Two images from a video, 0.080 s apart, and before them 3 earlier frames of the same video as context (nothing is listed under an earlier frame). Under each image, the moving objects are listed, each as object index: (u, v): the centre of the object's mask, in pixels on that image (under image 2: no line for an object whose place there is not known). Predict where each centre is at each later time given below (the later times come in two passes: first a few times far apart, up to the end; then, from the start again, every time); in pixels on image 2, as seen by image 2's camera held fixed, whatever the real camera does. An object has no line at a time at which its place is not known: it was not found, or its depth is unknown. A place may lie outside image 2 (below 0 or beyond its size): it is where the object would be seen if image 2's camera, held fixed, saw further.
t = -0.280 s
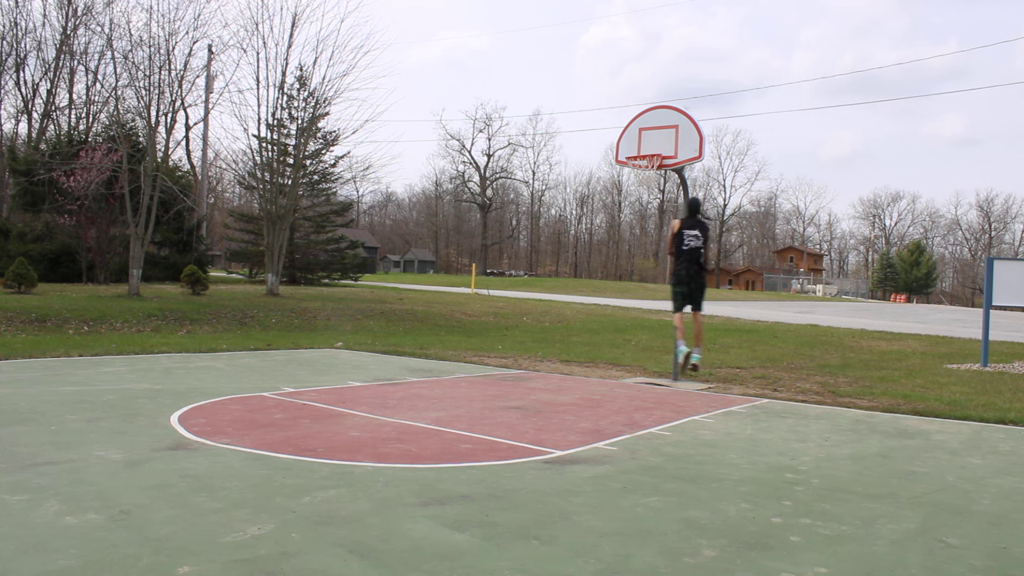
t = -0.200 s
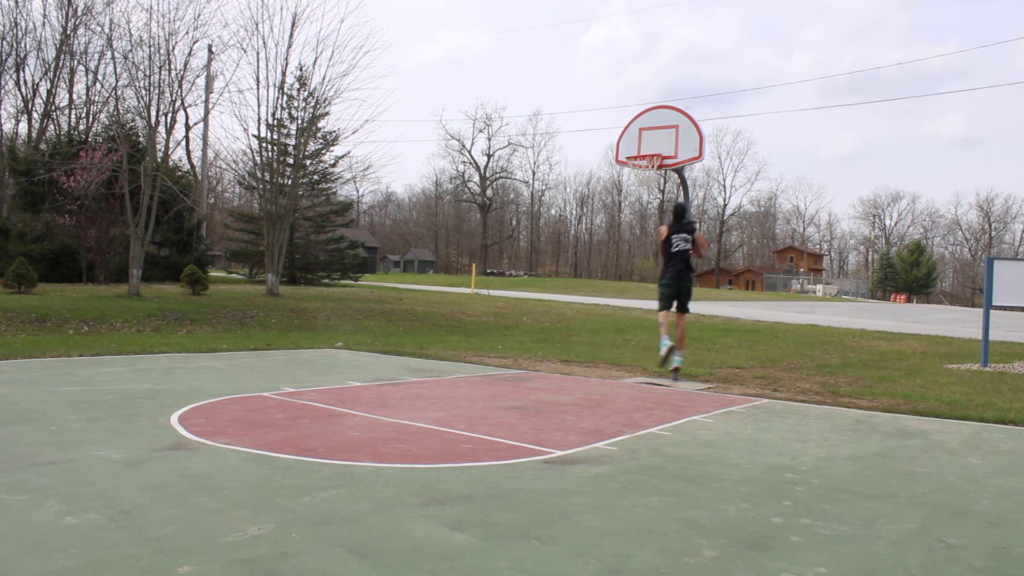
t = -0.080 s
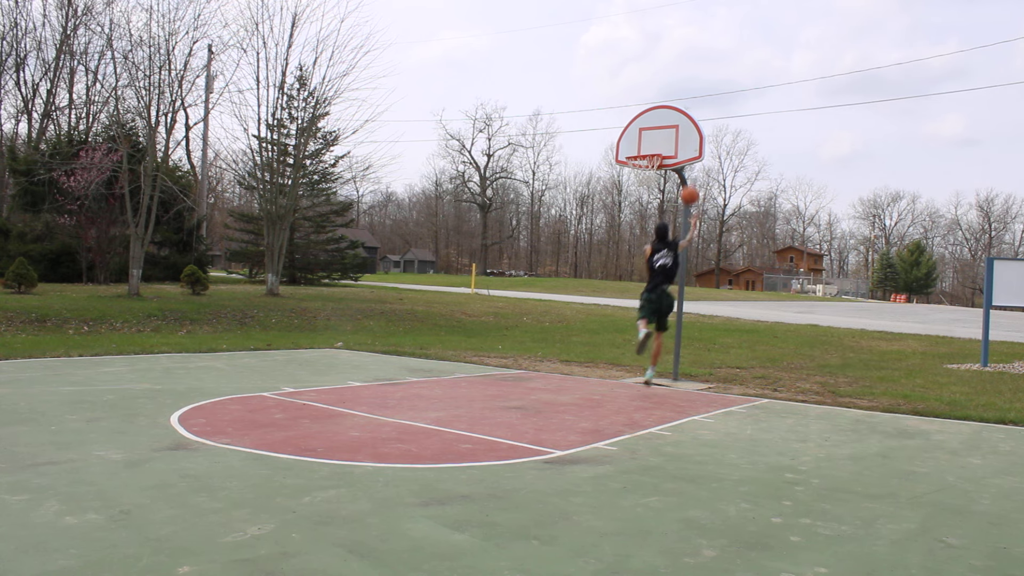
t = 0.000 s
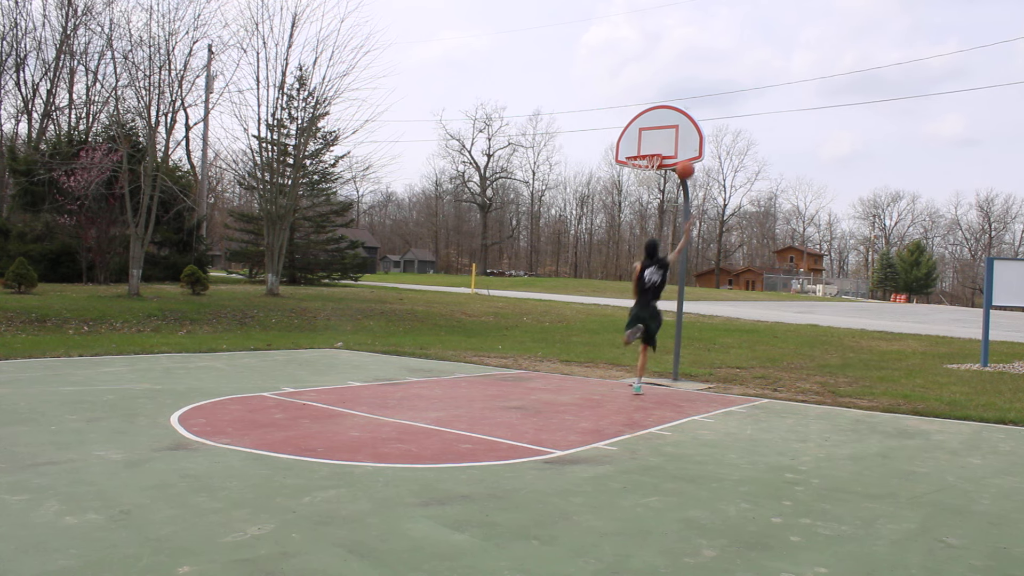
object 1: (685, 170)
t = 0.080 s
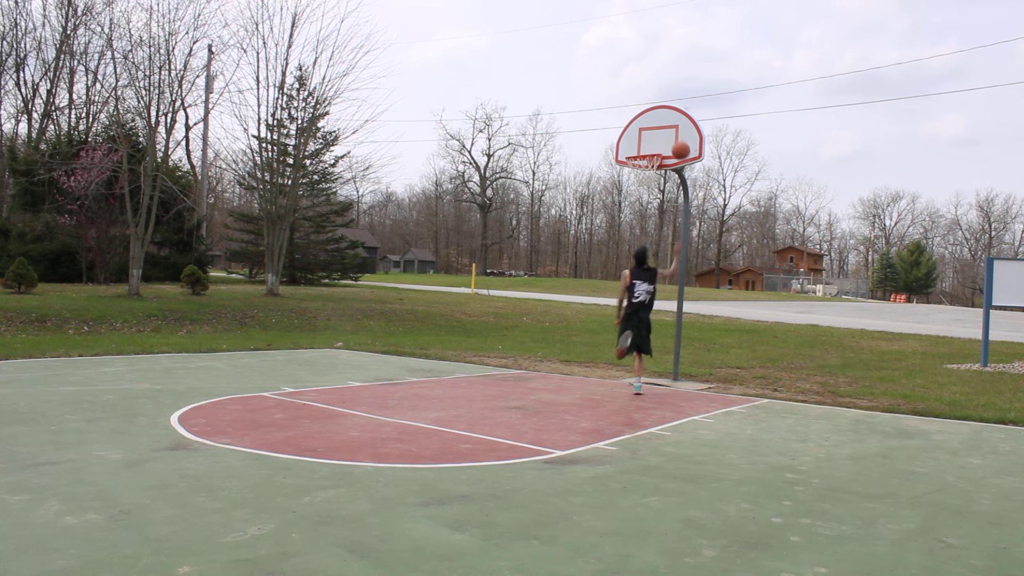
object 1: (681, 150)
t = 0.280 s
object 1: (666, 124)
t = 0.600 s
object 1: (625, 141)
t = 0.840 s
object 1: (590, 181)
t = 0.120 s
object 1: (679, 142)
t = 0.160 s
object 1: (676, 136)
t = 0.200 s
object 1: (674, 131)
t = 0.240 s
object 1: (672, 128)
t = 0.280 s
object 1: (666, 124)
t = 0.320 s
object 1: (661, 122)
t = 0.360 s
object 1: (656, 122)
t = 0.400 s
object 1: (651, 122)
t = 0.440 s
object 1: (646, 123)
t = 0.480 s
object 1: (640, 126)
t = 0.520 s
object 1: (635, 130)
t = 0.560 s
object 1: (630, 135)
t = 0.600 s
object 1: (625, 141)
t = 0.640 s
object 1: (620, 148)
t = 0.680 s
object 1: (614, 153)
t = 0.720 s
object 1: (608, 159)
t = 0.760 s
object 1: (602, 165)
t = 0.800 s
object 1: (596, 173)
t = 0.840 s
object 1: (590, 181)
